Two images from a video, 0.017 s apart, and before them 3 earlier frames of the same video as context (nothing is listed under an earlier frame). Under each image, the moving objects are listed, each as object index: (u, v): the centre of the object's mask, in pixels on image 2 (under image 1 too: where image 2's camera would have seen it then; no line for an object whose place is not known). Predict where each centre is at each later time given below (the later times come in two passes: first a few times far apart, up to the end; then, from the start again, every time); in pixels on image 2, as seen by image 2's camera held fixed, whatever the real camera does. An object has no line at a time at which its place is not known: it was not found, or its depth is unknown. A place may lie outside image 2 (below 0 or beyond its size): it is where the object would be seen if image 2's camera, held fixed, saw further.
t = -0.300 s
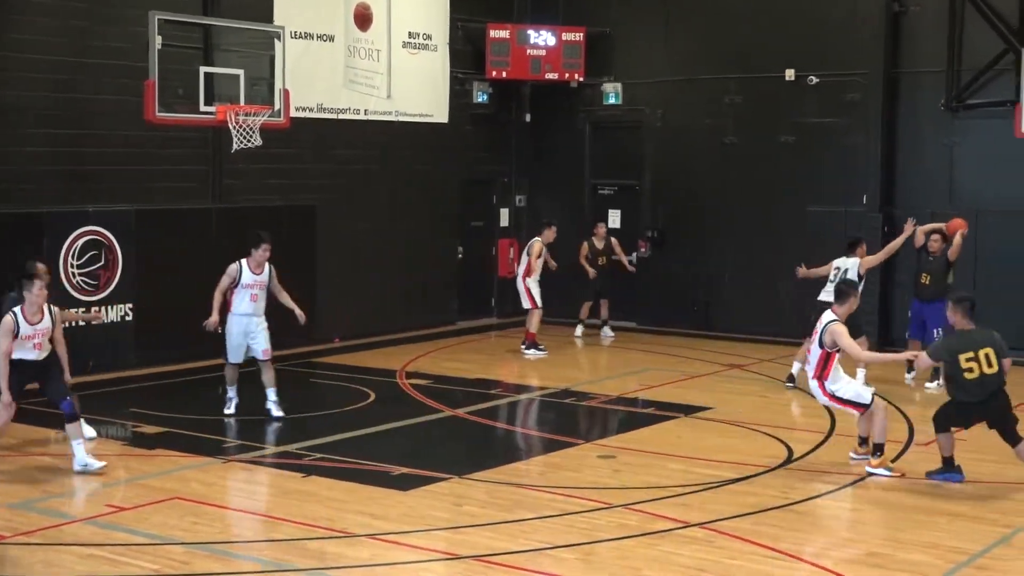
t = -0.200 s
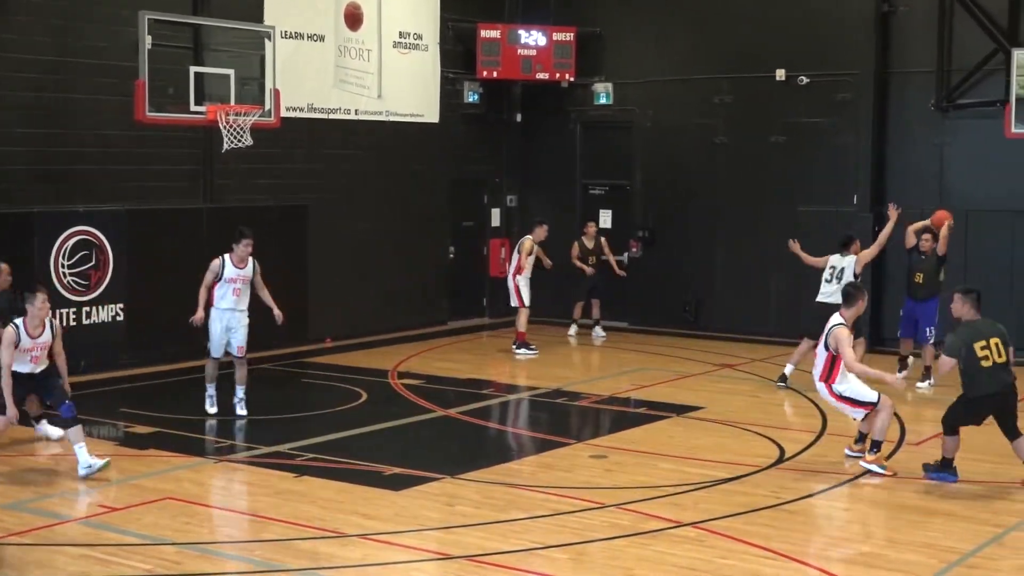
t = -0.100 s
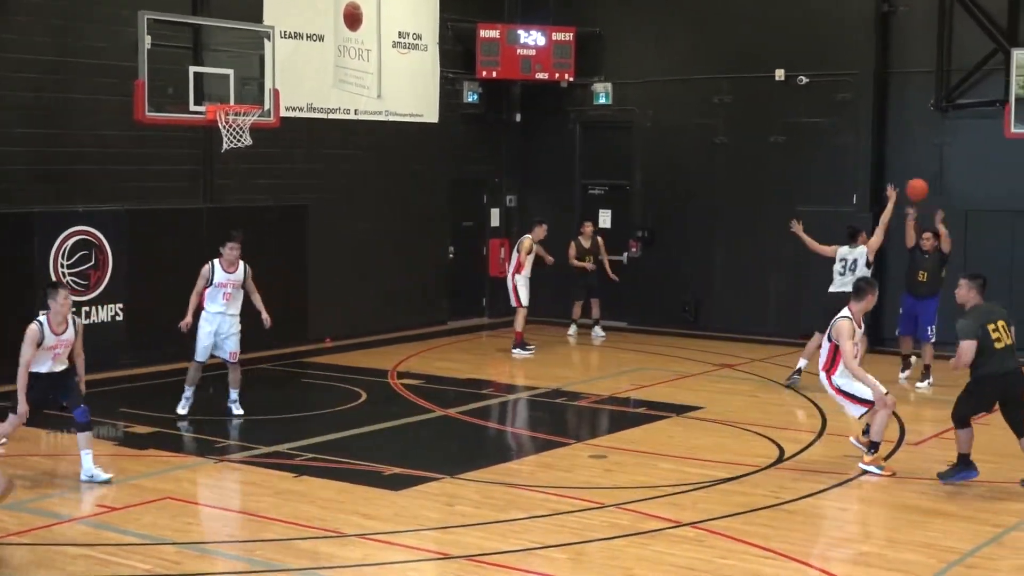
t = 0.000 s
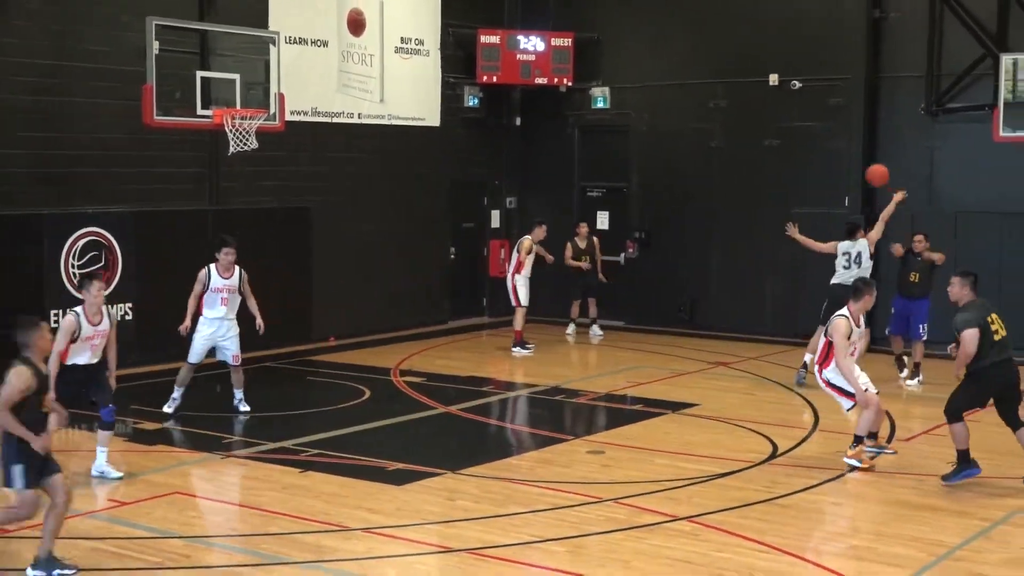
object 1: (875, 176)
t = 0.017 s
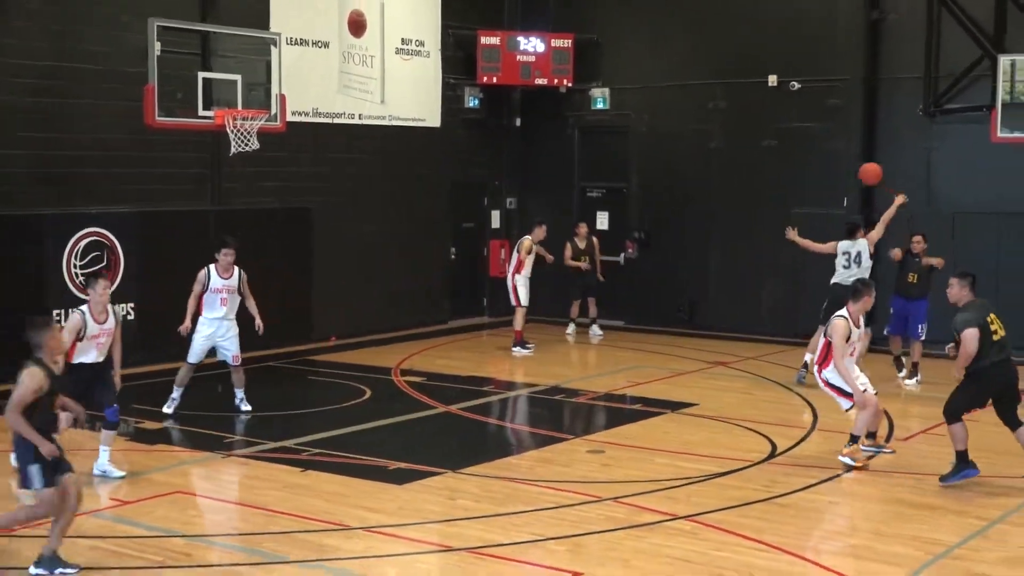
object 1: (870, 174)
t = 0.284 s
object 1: (766, 175)
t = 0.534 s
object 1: (628, 269)
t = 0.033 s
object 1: (865, 172)
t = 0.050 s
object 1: (859, 170)
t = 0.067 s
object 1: (853, 169)
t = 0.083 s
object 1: (847, 168)
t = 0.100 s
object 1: (841, 166)
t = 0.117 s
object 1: (835, 166)
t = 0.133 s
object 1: (829, 165)
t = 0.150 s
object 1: (822, 165)
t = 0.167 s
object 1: (816, 165)
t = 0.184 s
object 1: (809, 166)
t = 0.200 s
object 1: (803, 167)
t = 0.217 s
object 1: (796, 168)
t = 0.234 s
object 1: (789, 169)
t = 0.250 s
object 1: (782, 171)
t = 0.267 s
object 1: (774, 173)
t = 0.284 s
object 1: (766, 175)
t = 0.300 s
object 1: (759, 178)
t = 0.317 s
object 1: (751, 182)
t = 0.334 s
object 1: (743, 186)
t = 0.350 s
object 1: (734, 190)
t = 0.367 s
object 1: (726, 195)
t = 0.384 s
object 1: (717, 200)
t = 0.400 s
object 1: (708, 205)
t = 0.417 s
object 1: (698, 210)
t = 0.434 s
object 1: (690, 217)
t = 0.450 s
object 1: (680, 225)
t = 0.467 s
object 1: (670, 232)
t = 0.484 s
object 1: (660, 240)
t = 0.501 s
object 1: (650, 249)
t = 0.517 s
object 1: (639, 258)
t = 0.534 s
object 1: (628, 269)
